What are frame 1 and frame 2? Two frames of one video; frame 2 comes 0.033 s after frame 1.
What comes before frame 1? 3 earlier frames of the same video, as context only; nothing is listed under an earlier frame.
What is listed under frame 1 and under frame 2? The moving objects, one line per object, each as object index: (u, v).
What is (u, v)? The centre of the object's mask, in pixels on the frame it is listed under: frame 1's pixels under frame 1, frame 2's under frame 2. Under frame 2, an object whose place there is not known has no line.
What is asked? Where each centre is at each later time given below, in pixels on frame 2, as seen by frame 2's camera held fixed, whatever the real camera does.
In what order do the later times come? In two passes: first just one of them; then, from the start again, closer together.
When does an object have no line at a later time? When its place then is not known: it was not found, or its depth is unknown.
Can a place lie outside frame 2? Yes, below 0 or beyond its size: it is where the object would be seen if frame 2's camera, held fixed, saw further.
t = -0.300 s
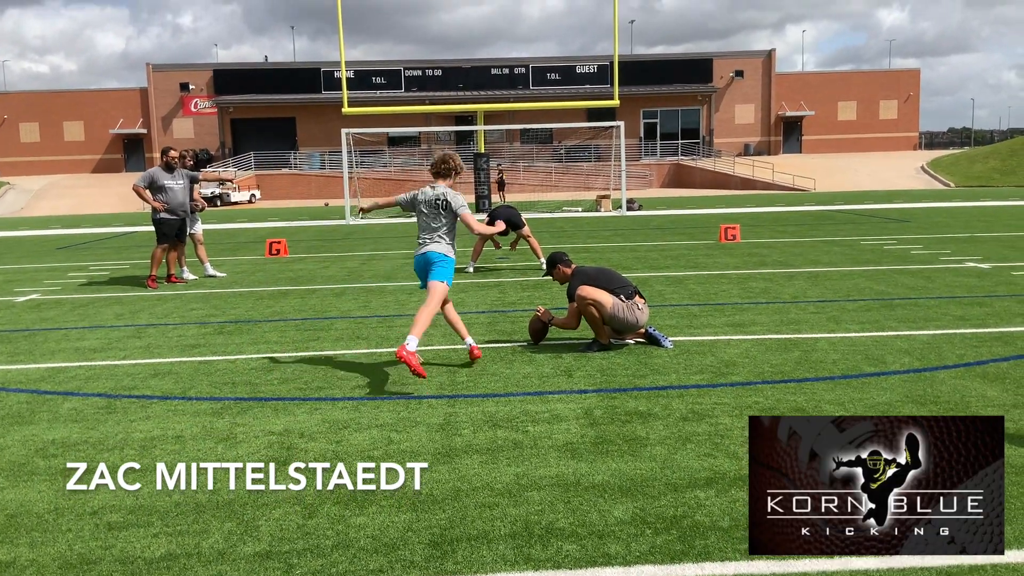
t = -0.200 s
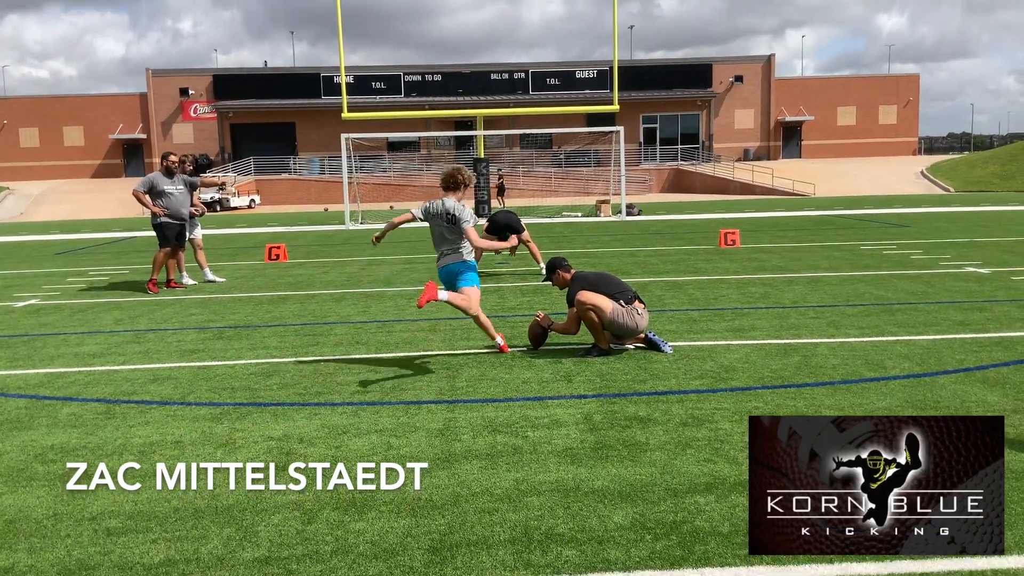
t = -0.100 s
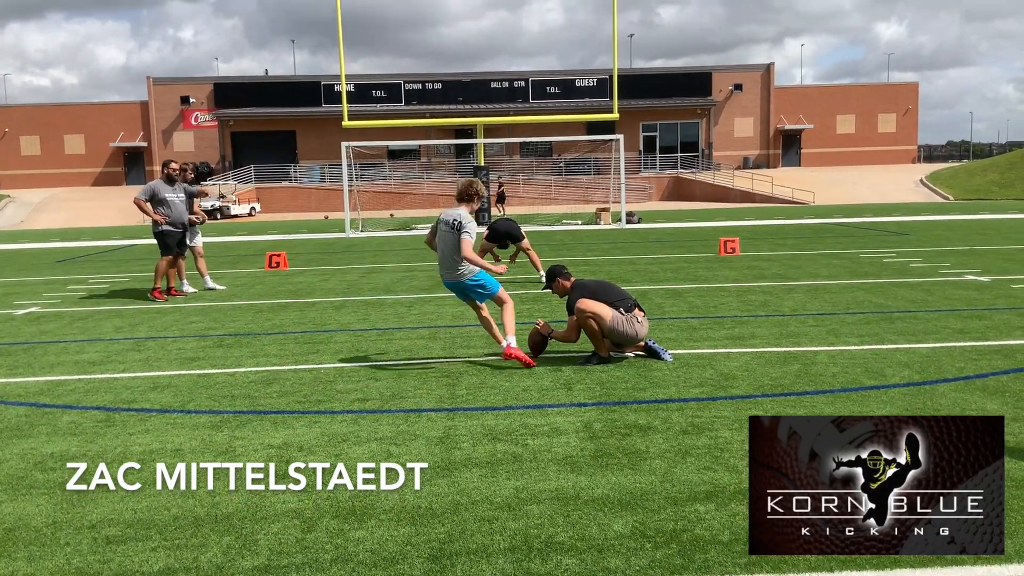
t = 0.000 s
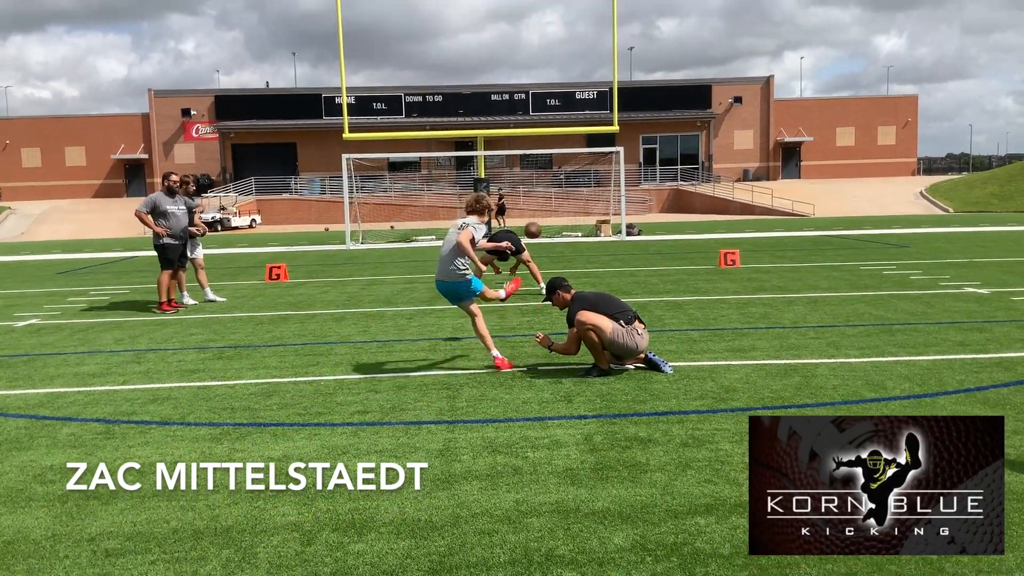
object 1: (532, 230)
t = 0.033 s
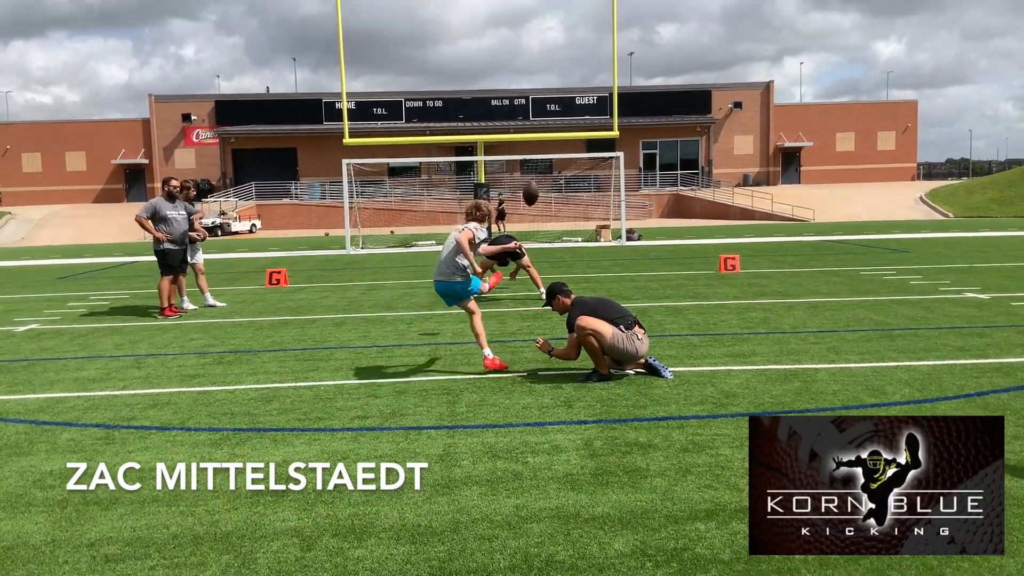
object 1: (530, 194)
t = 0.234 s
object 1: (524, 30)
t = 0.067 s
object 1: (529, 156)
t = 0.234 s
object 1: (524, 30)
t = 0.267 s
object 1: (523, 12)
